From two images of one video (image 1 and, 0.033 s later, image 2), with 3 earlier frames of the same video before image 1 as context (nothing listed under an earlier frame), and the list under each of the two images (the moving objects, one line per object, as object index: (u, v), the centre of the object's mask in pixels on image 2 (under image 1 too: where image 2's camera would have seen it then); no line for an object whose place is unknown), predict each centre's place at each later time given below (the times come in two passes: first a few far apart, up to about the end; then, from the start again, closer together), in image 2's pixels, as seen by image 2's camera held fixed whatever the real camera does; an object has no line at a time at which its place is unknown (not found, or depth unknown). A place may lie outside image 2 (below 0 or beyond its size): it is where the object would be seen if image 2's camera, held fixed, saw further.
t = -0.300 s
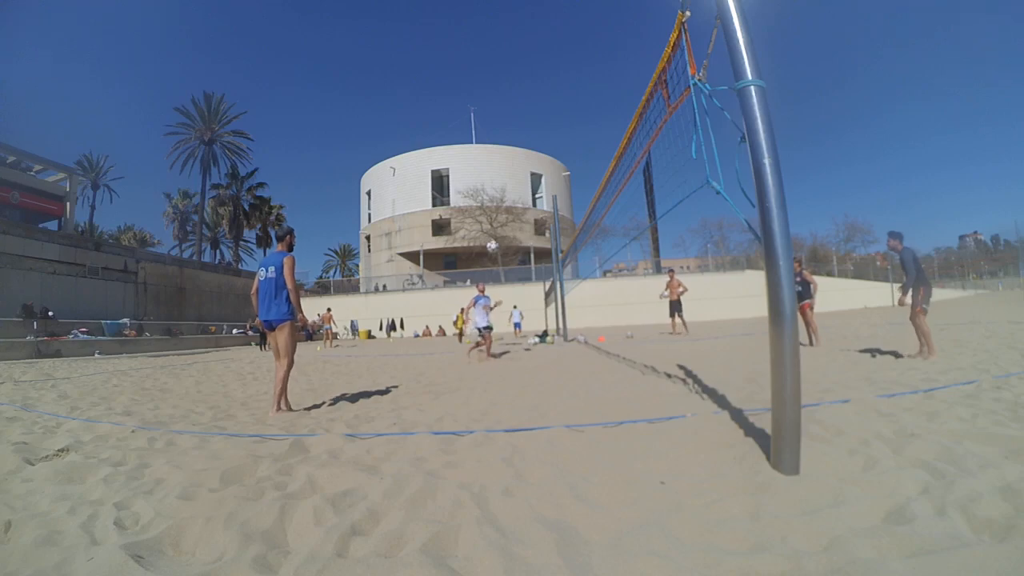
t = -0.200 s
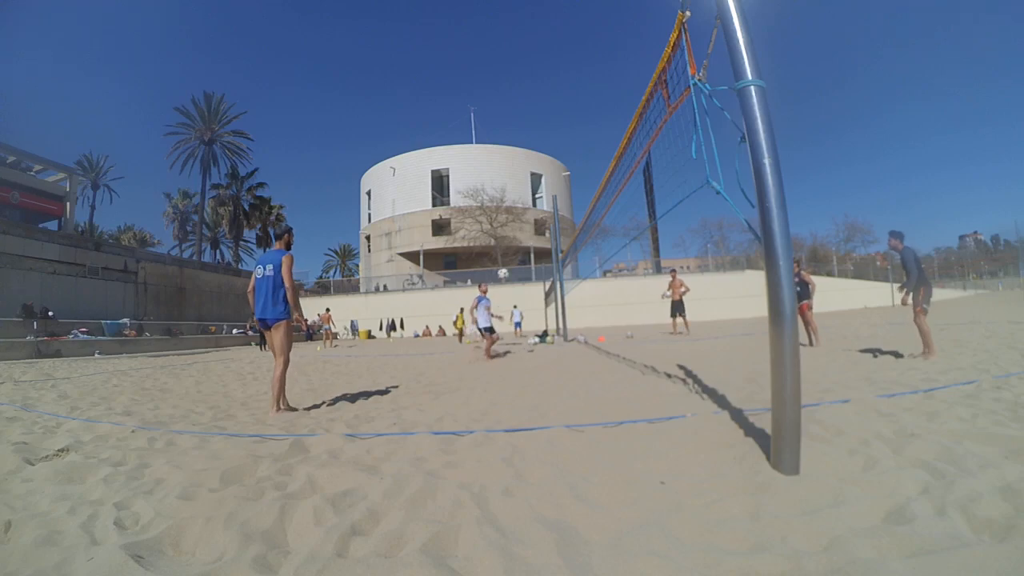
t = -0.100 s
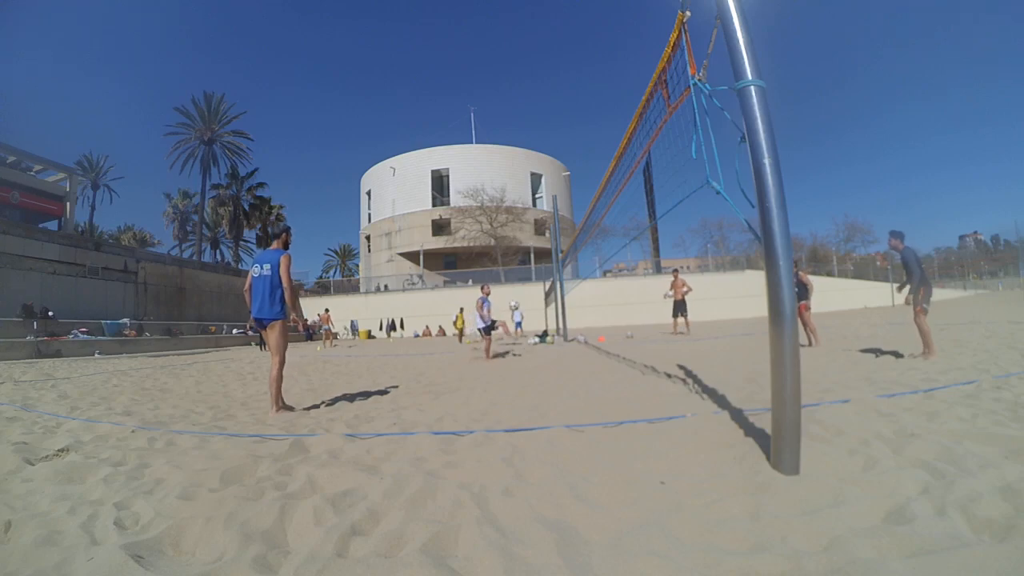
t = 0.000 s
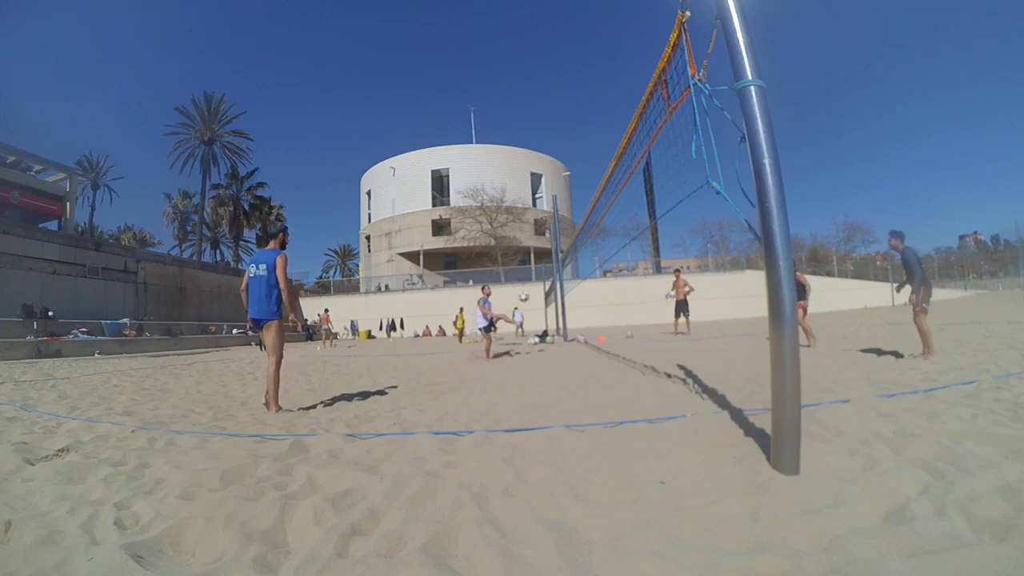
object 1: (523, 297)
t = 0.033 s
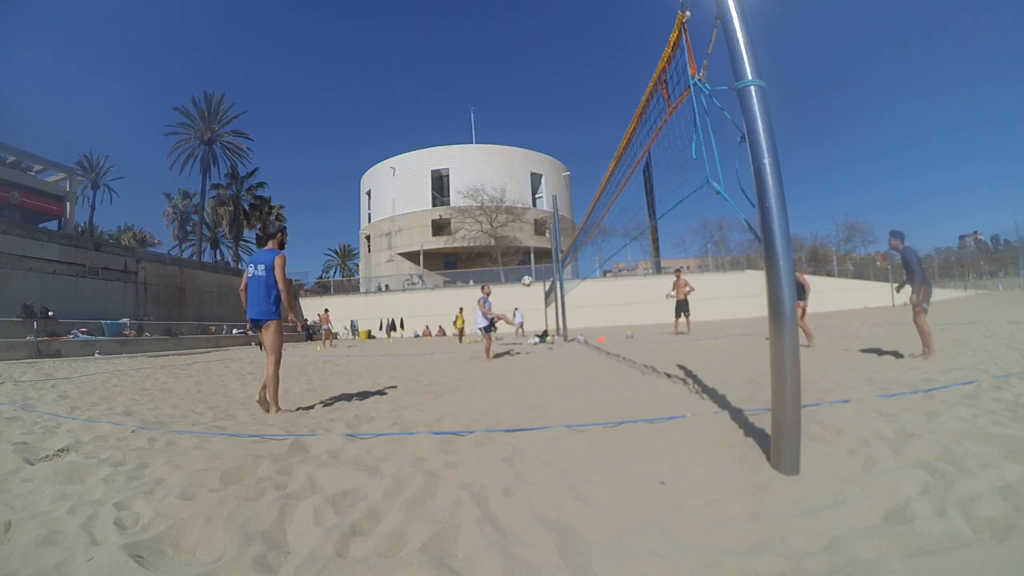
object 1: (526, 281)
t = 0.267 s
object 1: (553, 188)
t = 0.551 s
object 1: (590, 104)
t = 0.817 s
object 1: (632, 57)
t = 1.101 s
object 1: (689, 43)
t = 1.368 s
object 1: (762, 75)
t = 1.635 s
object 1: (849, 175)
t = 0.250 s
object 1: (551, 193)
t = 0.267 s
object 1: (553, 188)
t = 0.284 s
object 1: (555, 182)
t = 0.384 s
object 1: (568, 149)
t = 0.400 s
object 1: (570, 144)
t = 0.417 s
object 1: (572, 140)
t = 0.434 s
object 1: (574, 134)
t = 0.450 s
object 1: (577, 129)
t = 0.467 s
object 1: (579, 125)
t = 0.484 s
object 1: (581, 120)
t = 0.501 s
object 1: (583, 117)
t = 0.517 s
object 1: (586, 112)
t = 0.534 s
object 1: (588, 108)
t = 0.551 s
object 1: (590, 104)
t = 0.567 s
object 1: (593, 101)
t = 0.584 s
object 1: (595, 97)
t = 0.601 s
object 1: (598, 93)
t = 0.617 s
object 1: (600, 90)
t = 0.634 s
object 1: (602, 86)
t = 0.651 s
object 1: (605, 83)
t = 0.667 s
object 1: (607, 80)
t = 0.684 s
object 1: (610, 77)
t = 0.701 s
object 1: (613, 74)
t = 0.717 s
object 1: (615, 71)
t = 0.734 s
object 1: (618, 68)
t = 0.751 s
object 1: (621, 66)
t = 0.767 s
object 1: (624, 64)
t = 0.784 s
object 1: (626, 61)
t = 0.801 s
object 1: (629, 59)
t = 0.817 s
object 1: (632, 57)
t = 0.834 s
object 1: (635, 55)
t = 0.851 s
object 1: (638, 54)
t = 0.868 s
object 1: (641, 52)
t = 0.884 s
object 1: (644, 51)
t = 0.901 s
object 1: (647, 49)
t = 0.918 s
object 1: (650, 48)
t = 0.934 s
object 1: (653, 47)
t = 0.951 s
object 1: (656, 46)
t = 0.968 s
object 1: (659, 45)
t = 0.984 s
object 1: (662, 44)
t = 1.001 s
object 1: (664, 43)
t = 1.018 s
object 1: (666, 42)
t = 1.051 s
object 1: (682, 43)
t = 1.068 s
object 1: (681, 44)
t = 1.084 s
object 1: (682, 43)
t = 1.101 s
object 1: (689, 43)
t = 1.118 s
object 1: (694, 44)
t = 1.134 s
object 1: (696, 46)
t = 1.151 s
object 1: (699, 46)
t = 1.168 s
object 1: (703, 48)
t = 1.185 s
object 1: (707, 49)
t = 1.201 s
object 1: (712, 50)
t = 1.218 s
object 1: (716, 52)
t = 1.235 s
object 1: (720, 54)
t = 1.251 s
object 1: (723, 56)
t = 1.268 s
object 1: (725, 59)
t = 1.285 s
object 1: (728, 62)
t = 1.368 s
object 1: (762, 75)
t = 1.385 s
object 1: (766, 79)
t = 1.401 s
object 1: (770, 84)
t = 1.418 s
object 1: (774, 88)
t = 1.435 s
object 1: (779, 94)
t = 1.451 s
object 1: (784, 99)
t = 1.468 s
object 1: (790, 104)
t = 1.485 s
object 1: (795, 110)
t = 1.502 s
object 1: (801, 116)
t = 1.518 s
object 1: (807, 122)
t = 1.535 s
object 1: (813, 129)
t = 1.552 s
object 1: (819, 136)
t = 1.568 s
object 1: (825, 143)
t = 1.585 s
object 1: (831, 150)
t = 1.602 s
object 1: (837, 158)
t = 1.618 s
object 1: (844, 167)
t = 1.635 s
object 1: (849, 175)
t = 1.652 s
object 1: (855, 185)
